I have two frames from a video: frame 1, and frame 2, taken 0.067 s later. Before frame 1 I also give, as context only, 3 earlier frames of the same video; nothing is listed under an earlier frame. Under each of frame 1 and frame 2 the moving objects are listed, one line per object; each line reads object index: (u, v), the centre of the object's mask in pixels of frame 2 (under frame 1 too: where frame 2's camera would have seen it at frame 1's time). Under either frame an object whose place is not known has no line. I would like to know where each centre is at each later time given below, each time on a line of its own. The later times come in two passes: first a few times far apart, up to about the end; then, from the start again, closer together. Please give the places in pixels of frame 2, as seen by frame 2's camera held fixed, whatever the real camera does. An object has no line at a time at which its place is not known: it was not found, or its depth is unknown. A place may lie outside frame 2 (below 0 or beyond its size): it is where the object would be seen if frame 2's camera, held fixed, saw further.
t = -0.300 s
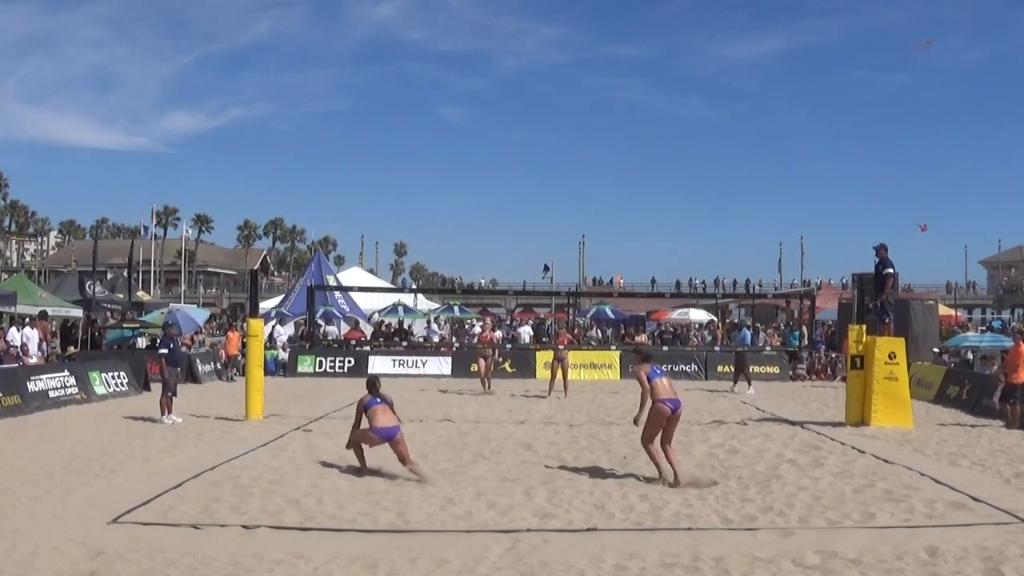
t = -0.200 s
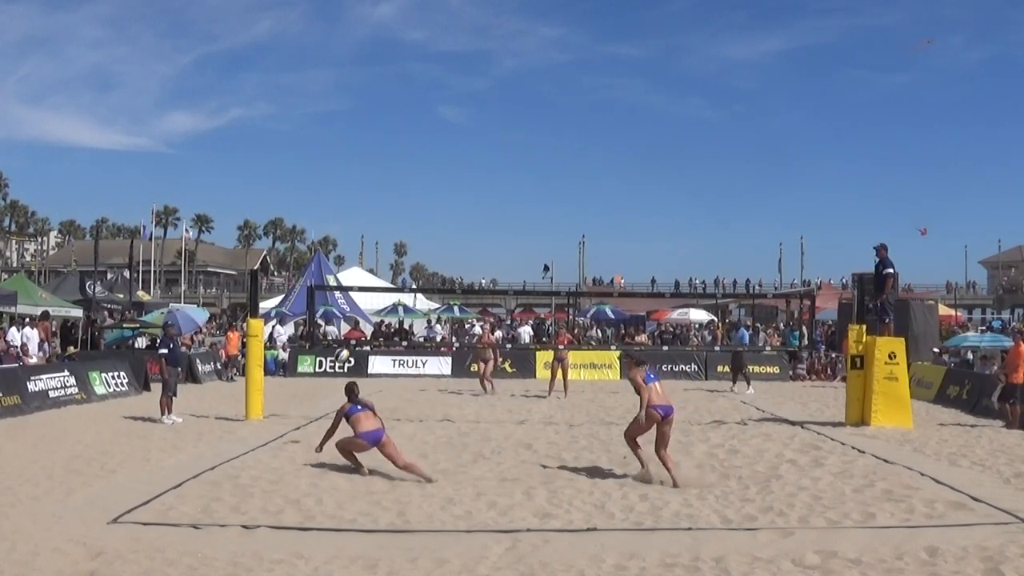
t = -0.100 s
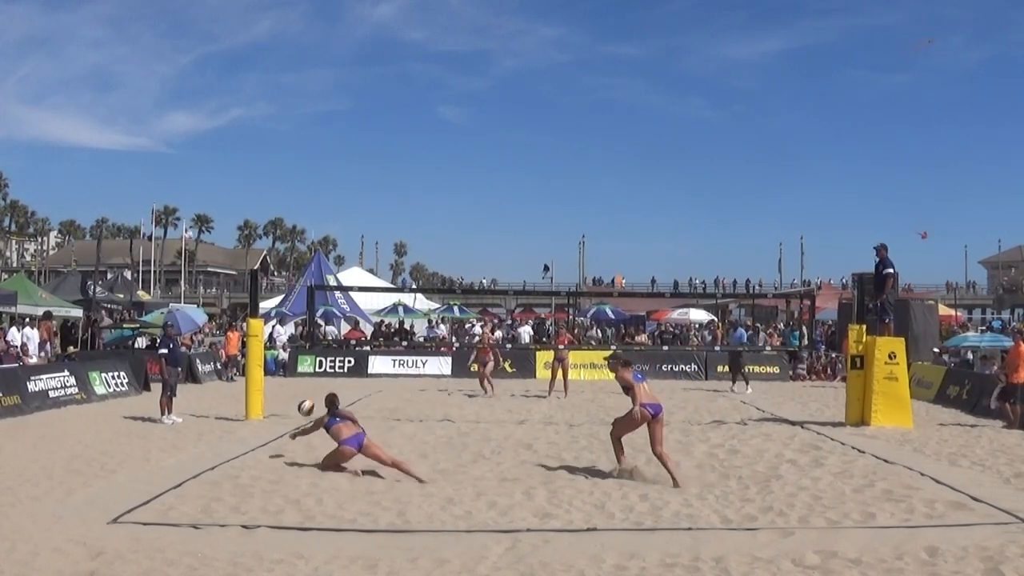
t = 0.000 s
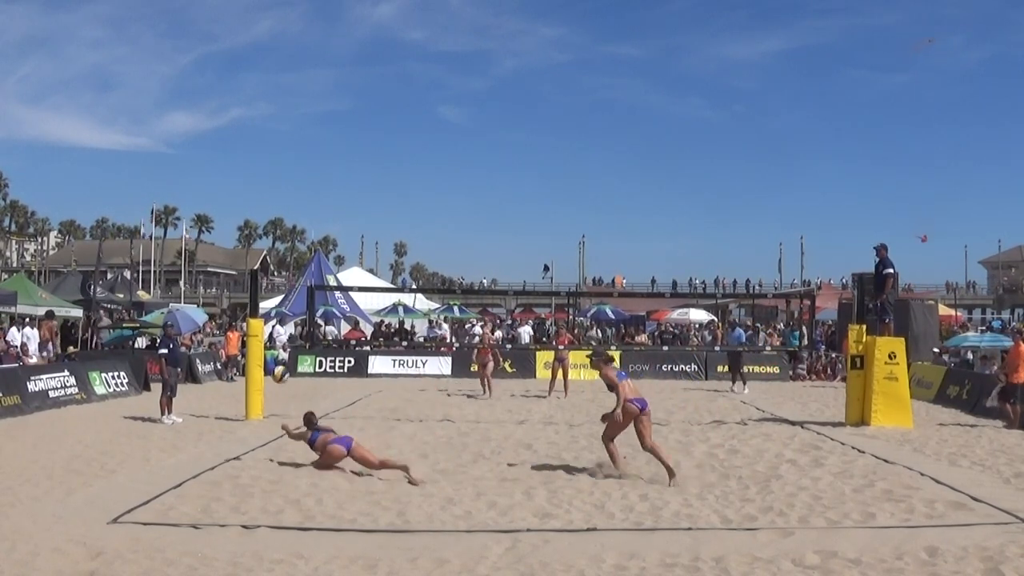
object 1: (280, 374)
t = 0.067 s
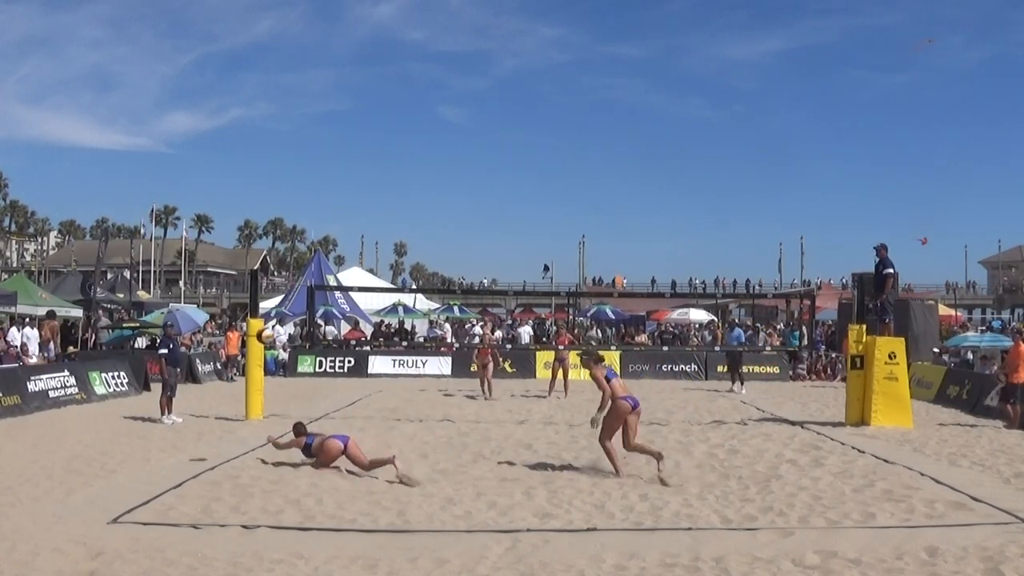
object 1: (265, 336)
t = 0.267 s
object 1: (217, 239)
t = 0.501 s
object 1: (157, 174)
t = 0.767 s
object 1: (81, 170)
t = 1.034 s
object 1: (5, 243)
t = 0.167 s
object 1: (241, 282)
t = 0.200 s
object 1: (234, 267)
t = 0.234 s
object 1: (226, 252)
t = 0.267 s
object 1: (217, 239)
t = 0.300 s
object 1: (210, 227)
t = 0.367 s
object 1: (192, 205)
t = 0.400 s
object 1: (184, 196)
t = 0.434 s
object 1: (175, 188)
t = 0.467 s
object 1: (166, 180)
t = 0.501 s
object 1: (157, 174)
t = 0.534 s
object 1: (148, 170)
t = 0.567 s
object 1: (139, 166)
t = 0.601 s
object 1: (129, 163)
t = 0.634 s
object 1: (120, 162)
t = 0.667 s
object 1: (110, 162)
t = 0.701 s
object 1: (101, 163)
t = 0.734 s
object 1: (92, 166)
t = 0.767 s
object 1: (81, 170)
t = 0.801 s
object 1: (71, 174)
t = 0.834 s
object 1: (61, 181)
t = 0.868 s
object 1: (51, 188)
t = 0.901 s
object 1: (41, 197)
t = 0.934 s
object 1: (32, 207)
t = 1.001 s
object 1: (12, 230)
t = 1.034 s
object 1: (5, 243)
